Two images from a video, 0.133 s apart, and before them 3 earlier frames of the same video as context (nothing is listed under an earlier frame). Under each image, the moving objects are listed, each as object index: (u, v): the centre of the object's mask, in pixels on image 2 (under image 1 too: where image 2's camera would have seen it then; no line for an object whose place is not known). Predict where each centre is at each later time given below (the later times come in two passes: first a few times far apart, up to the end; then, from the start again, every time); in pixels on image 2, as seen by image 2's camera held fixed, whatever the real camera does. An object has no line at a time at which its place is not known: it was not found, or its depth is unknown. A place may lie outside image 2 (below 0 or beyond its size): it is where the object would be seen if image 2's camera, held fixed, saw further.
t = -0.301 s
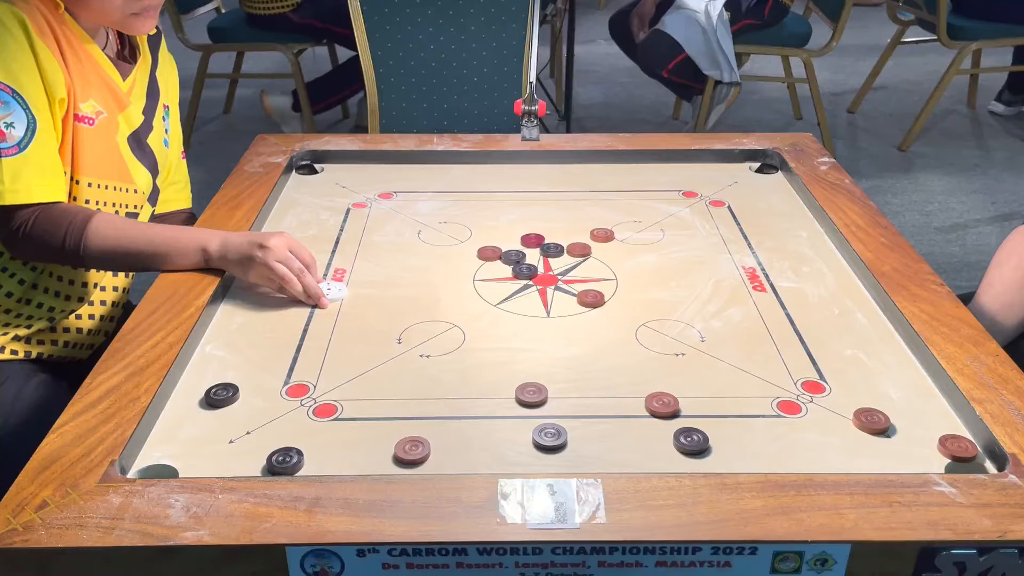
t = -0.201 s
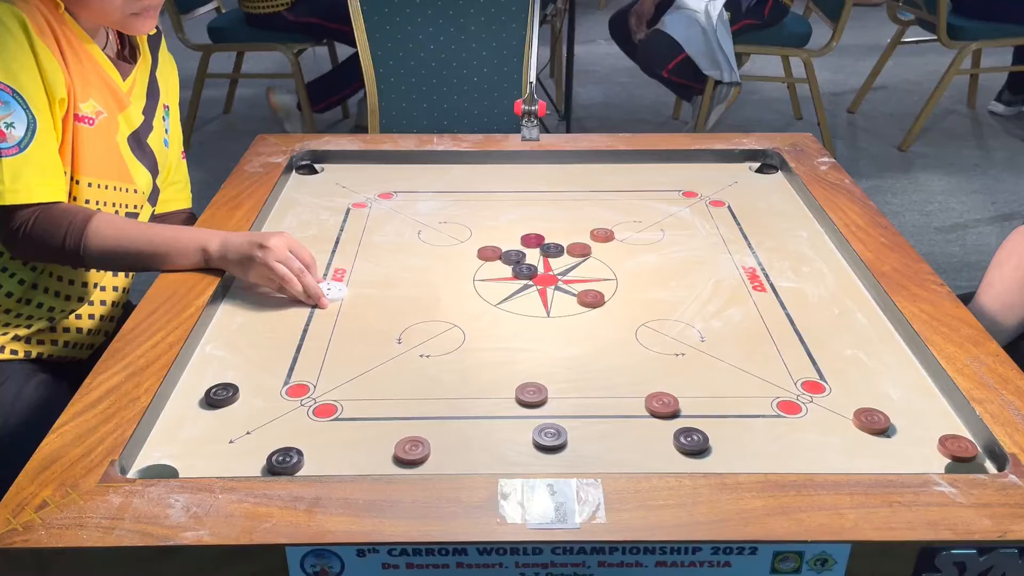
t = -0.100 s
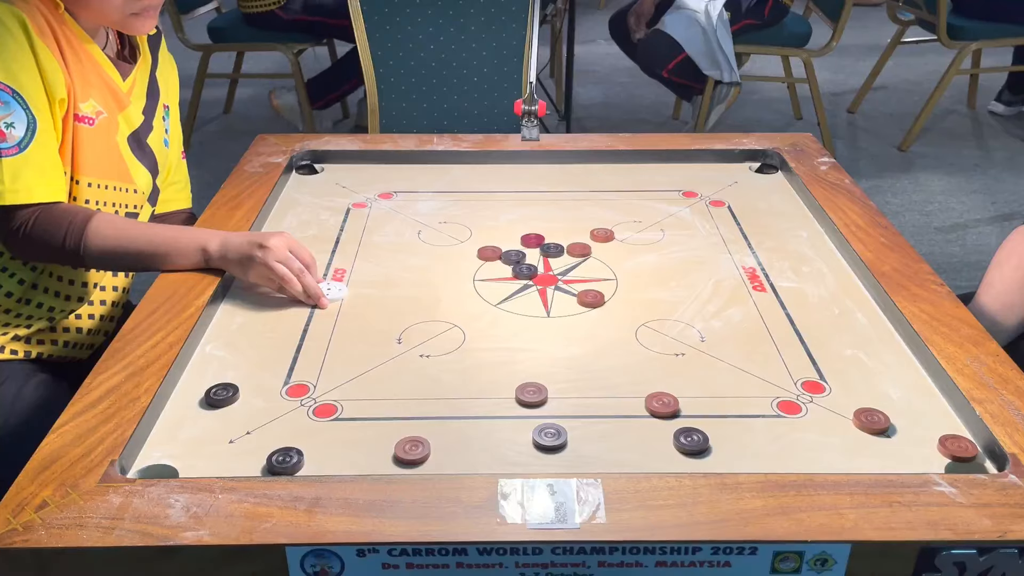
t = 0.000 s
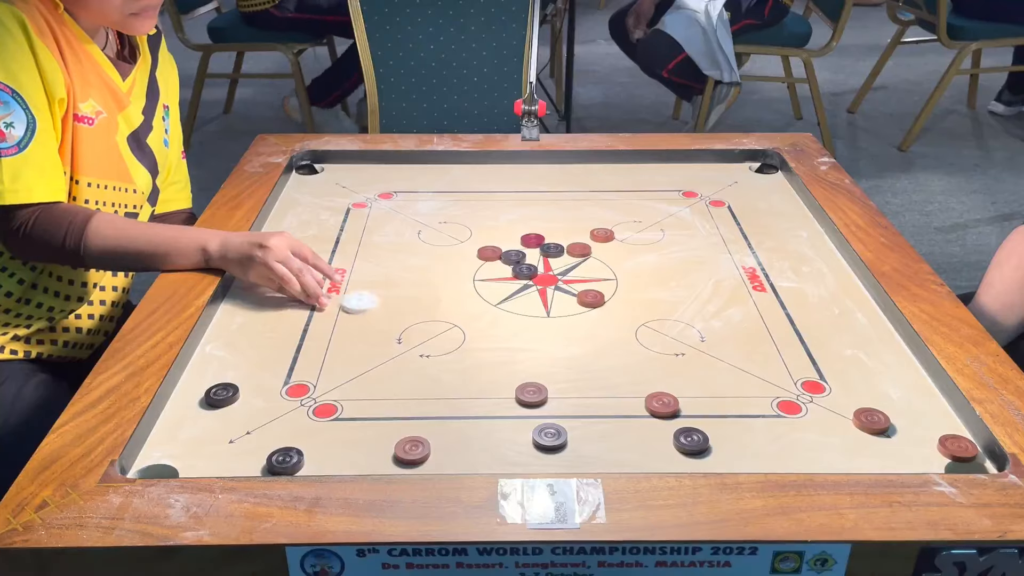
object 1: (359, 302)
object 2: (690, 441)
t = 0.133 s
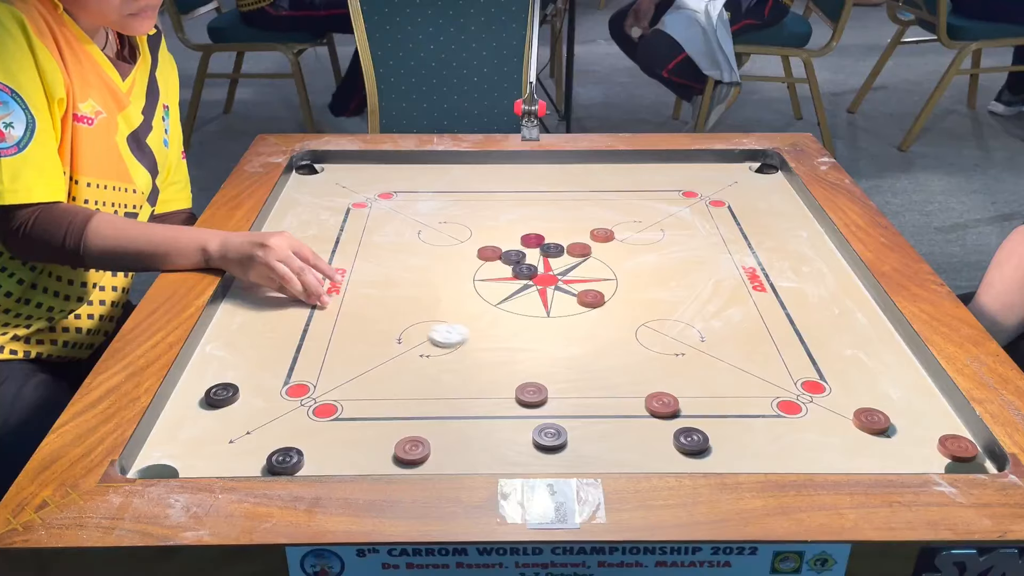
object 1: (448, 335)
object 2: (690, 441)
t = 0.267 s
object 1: (539, 369)
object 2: (690, 441)
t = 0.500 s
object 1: (655, 417)
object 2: (690, 441)
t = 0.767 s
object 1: (670, 425)
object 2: (748, 468)
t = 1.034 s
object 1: (670, 425)
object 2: (751, 468)
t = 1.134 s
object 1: (671, 425)
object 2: (751, 468)
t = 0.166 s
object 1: (471, 343)
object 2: (690, 441)
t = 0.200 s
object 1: (493, 353)
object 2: (690, 441)
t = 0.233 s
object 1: (516, 360)
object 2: (690, 441)
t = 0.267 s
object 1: (539, 369)
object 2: (690, 441)
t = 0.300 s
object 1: (561, 376)
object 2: (690, 441)
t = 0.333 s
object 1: (583, 385)
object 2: (690, 441)
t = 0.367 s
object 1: (605, 393)
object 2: (690, 441)
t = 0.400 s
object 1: (626, 401)
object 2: (690, 441)
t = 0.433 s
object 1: (636, 406)
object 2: (690, 441)
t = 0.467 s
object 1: (646, 413)
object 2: (690, 441)
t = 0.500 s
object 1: (655, 417)
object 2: (690, 441)
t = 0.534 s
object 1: (663, 421)
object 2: (692, 442)
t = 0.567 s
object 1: (667, 423)
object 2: (703, 449)
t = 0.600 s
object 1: (669, 424)
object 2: (713, 455)
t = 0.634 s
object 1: (670, 425)
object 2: (723, 460)
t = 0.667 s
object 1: (670, 425)
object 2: (731, 464)
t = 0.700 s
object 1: (670, 425)
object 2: (738, 466)
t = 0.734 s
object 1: (670, 425)
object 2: (744, 468)
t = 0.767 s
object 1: (670, 425)
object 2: (748, 468)
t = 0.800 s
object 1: (671, 425)
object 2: (750, 468)
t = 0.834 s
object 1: (670, 425)
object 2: (751, 468)
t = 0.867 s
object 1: (670, 425)
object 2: (751, 468)
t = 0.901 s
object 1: (670, 425)
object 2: (751, 468)
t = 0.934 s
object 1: (670, 425)
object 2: (751, 468)
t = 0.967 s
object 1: (670, 425)
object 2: (751, 468)
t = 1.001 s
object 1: (671, 425)
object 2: (751, 468)
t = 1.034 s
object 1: (670, 425)
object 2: (751, 468)
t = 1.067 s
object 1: (671, 425)
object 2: (751, 468)
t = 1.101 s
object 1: (670, 425)
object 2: (751, 468)
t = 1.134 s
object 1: (671, 425)
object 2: (751, 468)
